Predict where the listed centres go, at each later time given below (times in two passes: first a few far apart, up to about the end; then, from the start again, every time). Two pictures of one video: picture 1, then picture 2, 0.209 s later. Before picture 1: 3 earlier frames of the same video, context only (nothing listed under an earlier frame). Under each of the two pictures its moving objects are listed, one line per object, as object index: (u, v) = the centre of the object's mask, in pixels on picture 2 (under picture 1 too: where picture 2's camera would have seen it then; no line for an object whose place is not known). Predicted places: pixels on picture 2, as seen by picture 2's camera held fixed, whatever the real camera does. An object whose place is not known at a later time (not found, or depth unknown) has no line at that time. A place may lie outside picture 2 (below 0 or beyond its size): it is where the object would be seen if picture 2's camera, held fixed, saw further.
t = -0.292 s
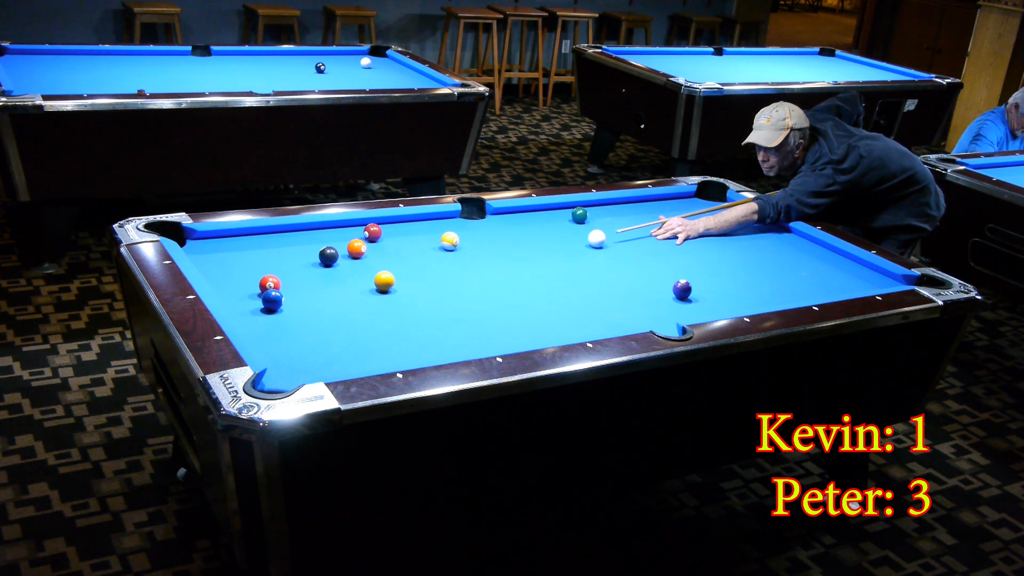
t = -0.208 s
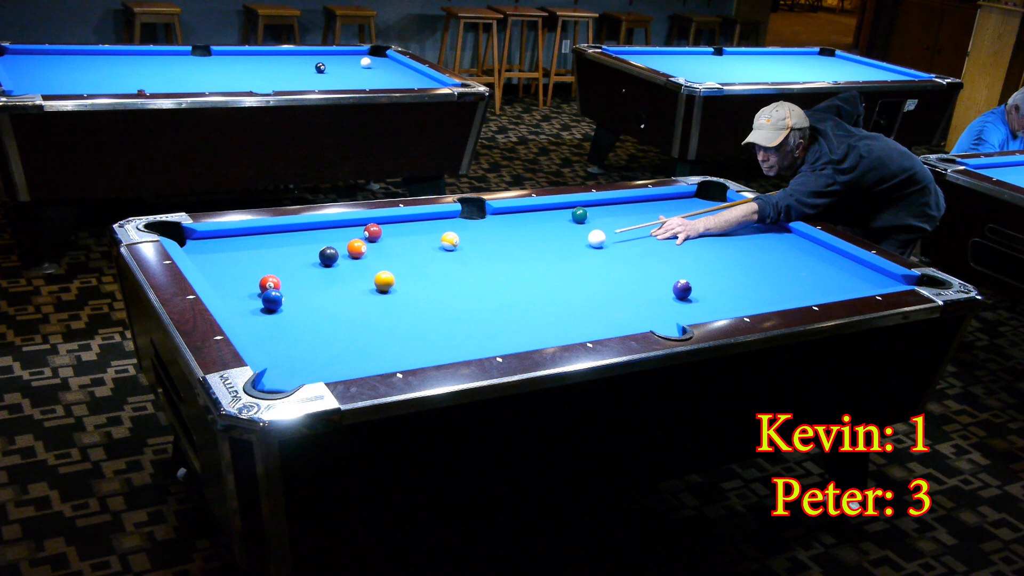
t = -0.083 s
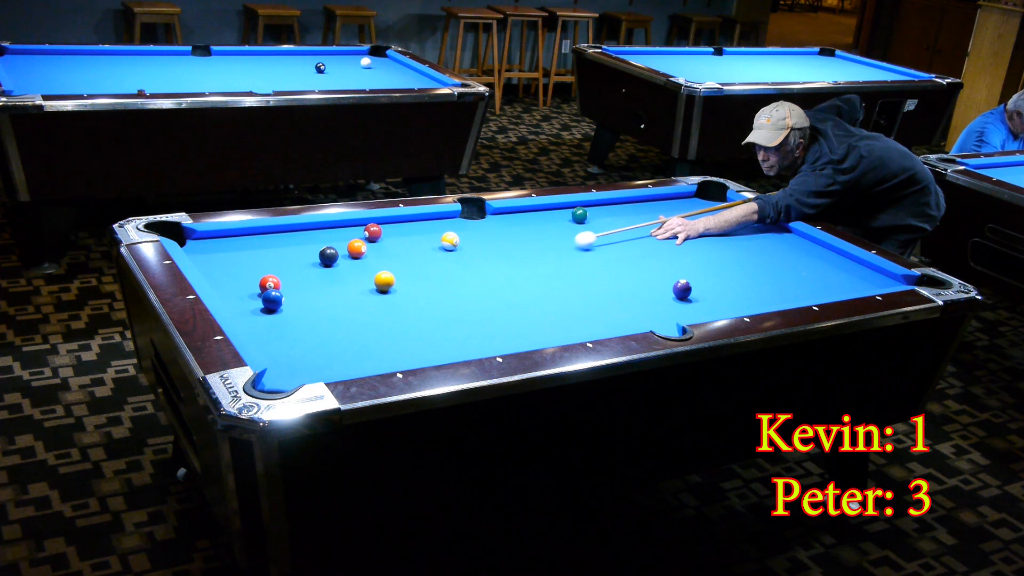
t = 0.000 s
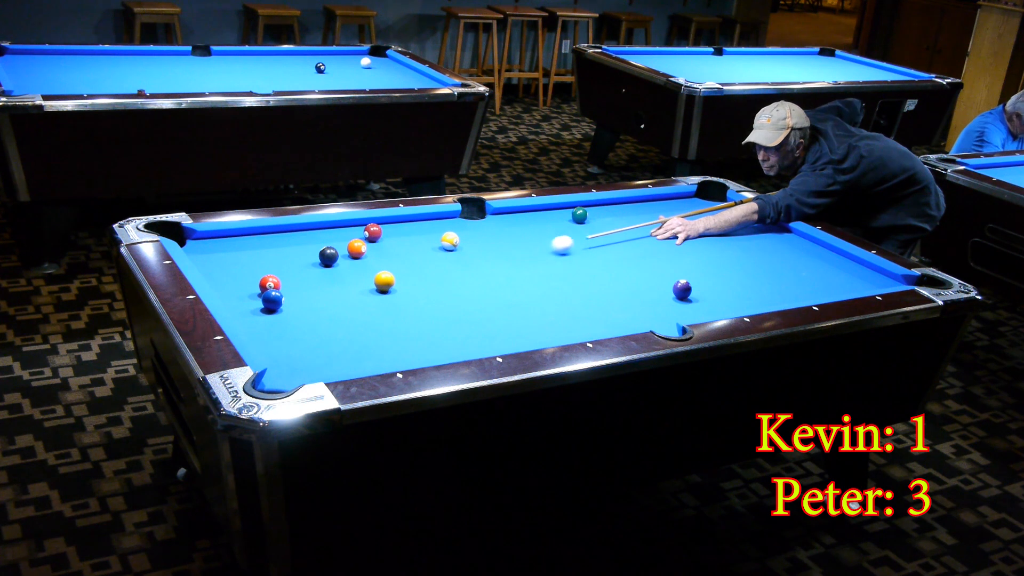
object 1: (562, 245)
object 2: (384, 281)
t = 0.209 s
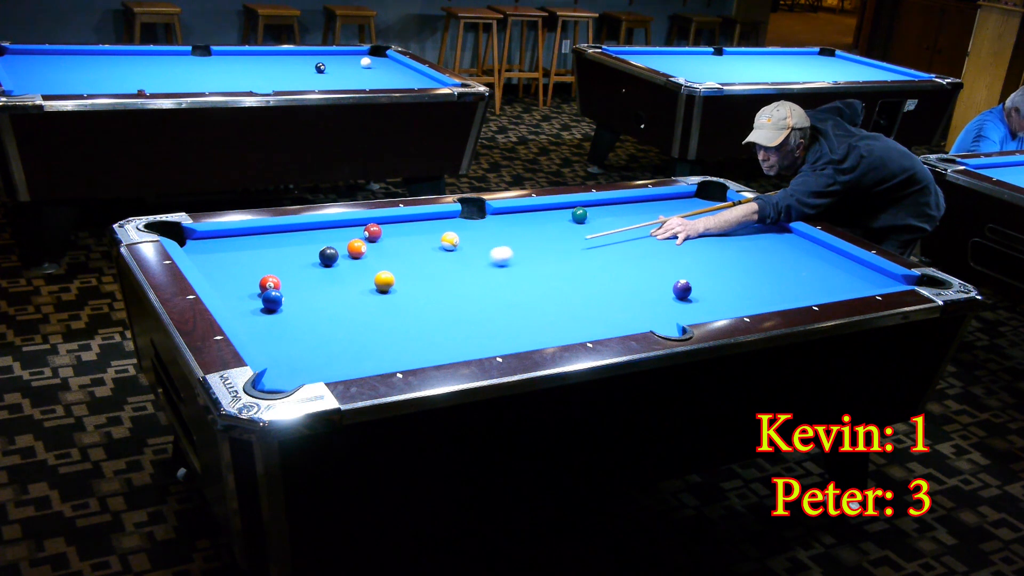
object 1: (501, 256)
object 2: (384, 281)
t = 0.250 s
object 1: (488, 258)
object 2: (384, 281)
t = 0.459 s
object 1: (422, 271)
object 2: (384, 281)
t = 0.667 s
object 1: (375, 272)
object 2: (362, 292)
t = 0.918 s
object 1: (332, 270)
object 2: (324, 310)
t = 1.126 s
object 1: (297, 267)
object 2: (292, 324)
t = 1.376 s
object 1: (257, 264)
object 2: (264, 341)
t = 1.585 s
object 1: (227, 261)
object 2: (288, 345)
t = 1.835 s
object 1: (200, 258)
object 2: (315, 350)
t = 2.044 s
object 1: (209, 254)
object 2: (336, 353)
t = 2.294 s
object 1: (219, 250)
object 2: (359, 356)
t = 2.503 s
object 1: (227, 246)
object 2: (377, 358)
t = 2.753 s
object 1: (235, 243)
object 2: (397, 358)
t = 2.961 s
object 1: (240, 240)
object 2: (404, 356)
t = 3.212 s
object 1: (246, 238)
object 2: (410, 354)
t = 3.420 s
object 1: (250, 236)
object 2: (413, 353)
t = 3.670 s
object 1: (254, 234)
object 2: (416, 352)
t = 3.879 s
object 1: (257, 232)
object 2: (419, 351)
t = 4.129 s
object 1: (260, 232)
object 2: (420, 351)
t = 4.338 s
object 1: (261, 232)
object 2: (420, 351)
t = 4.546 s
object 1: (260, 232)
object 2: (420, 351)
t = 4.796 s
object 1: (260, 232)
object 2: (420, 351)
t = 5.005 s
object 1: (260, 232)
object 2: (420, 351)
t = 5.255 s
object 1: (260, 232)
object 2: (420, 351)
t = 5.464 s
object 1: (260, 232)
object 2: (420, 351)
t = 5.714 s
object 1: (260, 232)
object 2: (420, 351)
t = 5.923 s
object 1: (260, 232)
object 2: (420, 351)
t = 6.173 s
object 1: (260, 232)
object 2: (420, 351)
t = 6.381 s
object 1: (260, 232)
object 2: (420, 351)
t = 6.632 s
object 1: (260, 232)
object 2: (420, 351)
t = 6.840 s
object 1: (260, 232)
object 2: (420, 351)
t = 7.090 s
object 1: (260, 232)
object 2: (420, 351)
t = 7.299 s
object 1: (260, 232)
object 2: (420, 351)
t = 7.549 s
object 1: (260, 232)
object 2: (420, 351)
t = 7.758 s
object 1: (260, 232)
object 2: (420, 351)
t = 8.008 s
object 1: (260, 232)
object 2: (420, 351)
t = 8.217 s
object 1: (260, 232)
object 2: (420, 351)
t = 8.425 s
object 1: (260, 232)
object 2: (420, 351)
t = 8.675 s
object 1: (260, 232)
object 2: (420, 351)
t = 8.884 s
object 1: (260, 232)
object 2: (420, 351)
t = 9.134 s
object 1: (260, 232)
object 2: (420, 351)
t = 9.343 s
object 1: (260, 232)
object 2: (420, 351)
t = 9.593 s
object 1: (260, 232)
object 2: (420, 351)
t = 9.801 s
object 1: (260, 232)
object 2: (420, 351)
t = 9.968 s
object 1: (260, 232)
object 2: (420, 351)
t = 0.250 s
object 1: (488, 258)
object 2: (384, 281)
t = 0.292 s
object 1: (476, 261)
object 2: (384, 281)
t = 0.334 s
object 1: (463, 263)
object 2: (384, 281)
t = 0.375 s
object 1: (450, 265)
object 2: (384, 281)
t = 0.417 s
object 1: (436, 268)
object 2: (384, 281)
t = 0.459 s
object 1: (422, 271)
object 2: (384, 281)
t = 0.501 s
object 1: (409, 273)
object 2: (384, 281)
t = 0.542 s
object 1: (398, 274)
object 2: (383, 282)
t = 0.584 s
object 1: (391, 274)
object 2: (376, 285)
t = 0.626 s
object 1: (383, 273)
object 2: (368, 289)
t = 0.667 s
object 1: (375, 272)
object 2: (362, 292)
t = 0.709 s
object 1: (368, 272)
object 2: (355, 295)
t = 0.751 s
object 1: (361, 272)
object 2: (349, 298)
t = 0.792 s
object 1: (353, 271)
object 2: (343, 301)
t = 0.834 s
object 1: (346, 271)
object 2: (337, 304)
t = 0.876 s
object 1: (339, 270)
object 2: (331, 306)
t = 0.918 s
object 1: (332, 270)
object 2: (324, 310)
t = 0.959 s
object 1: (325, 270)
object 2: (318, 313)
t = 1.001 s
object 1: (317, 269)
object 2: (312, 315)
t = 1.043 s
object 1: (310, 268)
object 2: (305, 318)
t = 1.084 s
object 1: (304, 268)
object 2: (299, 321)
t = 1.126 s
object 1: (297, 267)
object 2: (292, 324)
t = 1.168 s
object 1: (290, 267)
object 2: (286, 328)
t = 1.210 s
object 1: (284, 266)
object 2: (279, 331)
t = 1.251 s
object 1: (277, 265)
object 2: (273, 334)
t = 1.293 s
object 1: (270, 264)
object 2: (266, 337)
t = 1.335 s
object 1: (264, 264)
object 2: (261, 339)
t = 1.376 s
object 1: (257, 264)
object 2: (264, 341)
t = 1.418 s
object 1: (251, 263)
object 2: (269, 342)
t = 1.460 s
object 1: (245, 263)
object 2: (274, 343)
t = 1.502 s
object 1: (239, 262)
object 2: (279, 344)
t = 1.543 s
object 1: (233, 262)
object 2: (283, 345)
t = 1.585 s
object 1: (227, 261)
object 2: (288, 345)
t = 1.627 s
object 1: (221, 261)
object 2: (293, 346)
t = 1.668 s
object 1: (215, 260)
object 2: (297, 347)
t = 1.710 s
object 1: (209, 260)
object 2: (302, 347)
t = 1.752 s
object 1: (203, 259)
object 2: (306, 348)
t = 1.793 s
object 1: (199, 258)
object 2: (311, 349)
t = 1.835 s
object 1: (200, 258)
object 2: (315, 350)
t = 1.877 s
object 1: (202, 257)
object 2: (319, 350)
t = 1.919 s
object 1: (203, 257)
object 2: (324, 351)
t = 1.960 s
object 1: (205, 256)
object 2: (328, 352)
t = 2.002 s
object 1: (207, 255)
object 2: (332, 352)
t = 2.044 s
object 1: (209, 254)
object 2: (336, 353)
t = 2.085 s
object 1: (211, 253)
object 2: (340, 354)
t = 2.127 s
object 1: (213, 252)
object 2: (344, 354)
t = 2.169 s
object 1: (214, 252)
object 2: (348, 355)
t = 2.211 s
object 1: (216, 251)
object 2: (352, 355)
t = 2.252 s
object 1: (218, 250)
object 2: (356, 356)
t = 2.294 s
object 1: (219, 250)
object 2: (359, 356)
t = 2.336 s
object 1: (221, 249)
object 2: (363, 357)
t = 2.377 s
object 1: (222, 248)
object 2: (367, 357)
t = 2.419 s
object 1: (224, 248)
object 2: (370, 357)
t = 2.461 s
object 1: (225, 247)
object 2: (374, 357)
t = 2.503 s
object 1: (227, 246)
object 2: (377, 358)
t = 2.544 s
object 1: (228, 246)
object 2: (381, 358)
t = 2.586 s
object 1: (230, 245)
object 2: (384, 358)
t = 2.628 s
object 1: (231, 245)
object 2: (387, 358)
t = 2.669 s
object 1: (232, 244)
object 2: (390, 358)
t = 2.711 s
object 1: (233, 243)
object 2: (393, 358)
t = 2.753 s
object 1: (235, 243)
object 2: (397, 358)
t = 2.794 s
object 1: (236, 242)
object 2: (399, 358)
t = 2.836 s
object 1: (237, 242)
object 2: (400, 357)
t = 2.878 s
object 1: (238, 241)
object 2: (402, 357)
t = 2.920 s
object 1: (239, 241)
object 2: (403, 356)
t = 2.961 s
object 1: (240, 240)
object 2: (404, 356)
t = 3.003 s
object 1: (241, 240)
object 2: (405, 356)
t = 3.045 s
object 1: (242, 239)
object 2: (406, 355)
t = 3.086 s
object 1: (243, 239)
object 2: (407, 355)
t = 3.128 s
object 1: (244, 238)
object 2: (408, 355)
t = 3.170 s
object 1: (245, 238)
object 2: (409, 354)
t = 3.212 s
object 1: (246, 238)
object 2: (410, 354)
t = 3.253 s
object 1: (247, 237)
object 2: (410, 354)
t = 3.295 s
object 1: (248, 237)
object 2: (411, 354)
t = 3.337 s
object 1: (249, 236)
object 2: (412, 353)
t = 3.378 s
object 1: (249, 236)
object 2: (413, 353)
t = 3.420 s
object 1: (250, 236)
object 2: (413, 353)
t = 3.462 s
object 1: (251, 235)
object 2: (414, 353)
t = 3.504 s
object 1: (252, 235)
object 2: (415, 352)
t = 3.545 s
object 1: (252, 235)
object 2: (415, 352)
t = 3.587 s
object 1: (253, 234)
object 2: (415, 352)
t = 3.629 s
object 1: (254, 234)
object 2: (416, 352)
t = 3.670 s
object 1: (254, 234)
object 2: (416, 352)
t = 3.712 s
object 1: (255, 233)
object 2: (417, 351)
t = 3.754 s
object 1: (256, 233)
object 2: (417, 351)
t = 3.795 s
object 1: (256, 233)
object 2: (418, 351)
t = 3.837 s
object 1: (257, 233)
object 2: (418, 351)
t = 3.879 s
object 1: (257, 232)
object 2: (419, 351)
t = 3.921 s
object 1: (258, 232)
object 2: (419, 351)
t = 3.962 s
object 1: (258, 232)
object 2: (419, 351)
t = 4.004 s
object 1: (259, 232)
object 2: (419, 351)
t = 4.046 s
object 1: (259, 232)
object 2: (420, 351)
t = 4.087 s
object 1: (260, 232)
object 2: (420, 351)
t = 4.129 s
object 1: (260, 232)
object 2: (420, 351)
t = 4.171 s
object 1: (260, 232)
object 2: (420, 351)
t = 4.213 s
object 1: (260, 232)
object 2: (420, 351)
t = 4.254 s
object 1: (261, 232)
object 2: (420, 351)
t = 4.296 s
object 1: (261, 232)
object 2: (420, 351)
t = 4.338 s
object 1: (261, 232)
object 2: (420, 351)
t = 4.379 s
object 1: (261, 232)
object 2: (420, 351)
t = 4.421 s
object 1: (261, 232)
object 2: (420, 351)
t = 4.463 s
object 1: (261, 232)
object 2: (420, 351)
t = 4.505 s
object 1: (260, 232)
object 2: (420, 351)
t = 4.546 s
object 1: (260, 232)
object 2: (420, 351)
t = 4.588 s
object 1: (260, 232)
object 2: (420, 351)
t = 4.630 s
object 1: (260, 232)
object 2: (420, 351)
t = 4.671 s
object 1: (260, 232)
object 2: (420, 351)
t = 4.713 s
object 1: (260, 232)
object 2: (420, 351)
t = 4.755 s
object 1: (260, 232)
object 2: (420, 351)
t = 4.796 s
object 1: (260, 232)
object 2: (420, 351)
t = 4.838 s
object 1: (260, 232)
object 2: (420, 351)
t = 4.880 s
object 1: (260, 232)
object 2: (420, 351)
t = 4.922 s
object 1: (260, 232)
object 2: (420, 351)
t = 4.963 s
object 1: (260, 232)
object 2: (420, 351)
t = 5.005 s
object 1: (260, 232)
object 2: (420, 351)
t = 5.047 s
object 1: (260, 232)
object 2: (420, 351)
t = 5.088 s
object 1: (260, 232)
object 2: (420, 351)
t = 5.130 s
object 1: (260, 232)
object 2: (420, 351)
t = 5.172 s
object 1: (260, 232)
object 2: (420, 351)
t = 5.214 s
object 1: (260, 232)
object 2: (420, 351)
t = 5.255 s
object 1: (260, 232)
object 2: (420, 351)
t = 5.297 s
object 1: (260, 232)
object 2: (420, 351)
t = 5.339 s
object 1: (260, 232)
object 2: (420, 351)
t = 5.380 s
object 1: (260, 232)
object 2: (420, 351)
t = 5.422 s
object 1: (260, 232)
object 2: (420, 351)
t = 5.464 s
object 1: (260, 232)
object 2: (420, 351)
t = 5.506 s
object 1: (260, 232)
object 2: (420, 351)
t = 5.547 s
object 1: (260, 232)
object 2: (420, 351)
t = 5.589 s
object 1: (260, 232)
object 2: (420, 351)
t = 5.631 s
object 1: (260, 232)
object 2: (420, 351)
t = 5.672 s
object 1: (260, 232)
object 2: (420, 351)
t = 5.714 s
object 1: (260, 232)
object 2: (420, 351)
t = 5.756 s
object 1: (260, 232)
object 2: (420, 351)
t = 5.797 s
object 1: (260, 232)
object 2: (420, 351)
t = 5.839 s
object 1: (260, 232)
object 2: (420, 351)
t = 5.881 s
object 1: (260, 232)
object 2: (420, 351)
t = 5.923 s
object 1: (260, 232)
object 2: (420, 351)
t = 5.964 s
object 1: (260, 232)
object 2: (420, 351)
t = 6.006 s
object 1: (260, 232)
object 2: (420, 351)
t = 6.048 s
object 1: (260, 232)
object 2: (420, 351)
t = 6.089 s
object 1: (260, 232)
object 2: (420, 351)
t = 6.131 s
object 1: (260, 232)
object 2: (420, 351)
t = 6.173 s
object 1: (260, 232)
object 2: (420, 351)
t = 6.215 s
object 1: (260, 232)
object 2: (420, 351)
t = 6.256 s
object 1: (260, 232)
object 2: (420, 351)
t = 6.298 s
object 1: (260, 232)
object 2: (420, 351)
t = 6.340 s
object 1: (260, 232)
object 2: (420, 351)
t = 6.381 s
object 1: (260, 232)
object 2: (420, 351)
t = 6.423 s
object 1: (260, 232)
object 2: (420, 351)
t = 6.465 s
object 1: (260, 232)
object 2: (420, 351)
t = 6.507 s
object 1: (260, 232)
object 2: (420, 351)
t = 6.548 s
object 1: (260, 232)
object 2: (420, 351)
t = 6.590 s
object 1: (260, 232)
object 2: (420, 351)
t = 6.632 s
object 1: (260, 232)
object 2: (420, 351)
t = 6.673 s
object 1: (260, 232)
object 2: (420, 351)
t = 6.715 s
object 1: (260, 232)
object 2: (420, 351)
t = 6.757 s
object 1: (260, 232)
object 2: (420, 351)
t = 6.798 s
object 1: (260, 232)
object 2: (420, 351)
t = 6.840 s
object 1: (260, 232)
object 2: (420, 351)
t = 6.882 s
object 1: (260, 232)
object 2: (420, 351)
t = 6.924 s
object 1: (260, 232)
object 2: (420, 351)
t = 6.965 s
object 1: (260, 232)
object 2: (420, 351)
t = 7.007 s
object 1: (260, 232)
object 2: (420, 351)
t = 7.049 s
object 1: (260, 232)
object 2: (420, 351)
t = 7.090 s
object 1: (260, 232)
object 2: (420, 351)
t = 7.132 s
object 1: (260, 232)
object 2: (420, 351)
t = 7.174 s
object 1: (260, 232)
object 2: (420, 351)
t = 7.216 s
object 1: (260, 232)
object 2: (420, 351)
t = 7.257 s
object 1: (260, 232)
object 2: (420, 351)
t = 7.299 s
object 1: (260, 232)
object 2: (420, 351)
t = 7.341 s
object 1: (260, 232)
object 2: (420, 351)
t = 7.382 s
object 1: (260, 232)
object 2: (420, 351)
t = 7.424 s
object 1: (260, 232)
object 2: (420, 351)
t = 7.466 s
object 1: (260, 232)
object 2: (420, 351)
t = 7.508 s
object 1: (260, 232)
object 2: (420, 351)
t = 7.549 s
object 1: (260, 232)
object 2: (420, 351)
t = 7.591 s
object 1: (260, 232)
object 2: (420, 351)
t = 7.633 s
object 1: (260, 232)
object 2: (420, 351)
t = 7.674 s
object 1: (260, 232)
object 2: (420, 351)
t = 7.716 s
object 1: (260, 232)
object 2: (420, 351)
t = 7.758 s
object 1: (260, 232)
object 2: (420, 351)
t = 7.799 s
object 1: (260, 232)
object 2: (420, 351)
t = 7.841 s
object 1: (260, 232)
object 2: (420, 351)
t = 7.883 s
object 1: (260, 232)
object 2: (420, 351)
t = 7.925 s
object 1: (260, 232)
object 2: (420, 351)
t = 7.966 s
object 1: (260, 232)
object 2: (420, 351)
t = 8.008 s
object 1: (260, 232)
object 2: (420, 351)
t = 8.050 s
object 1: (260, 232)
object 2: (420, 351)
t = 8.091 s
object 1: (260, 232)
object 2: (420, 351)
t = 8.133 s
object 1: (260, 232)
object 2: (420, 351)
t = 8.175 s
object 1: (260, 232)
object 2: (420, 351)
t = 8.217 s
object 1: (260, 232)
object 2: (420, 351)
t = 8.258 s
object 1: (260, 232)
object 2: (420, 351)
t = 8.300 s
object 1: (260, 232)
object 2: (420, 351)
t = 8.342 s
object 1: (260, 232)
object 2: (420, 351)
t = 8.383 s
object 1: (260, 232)
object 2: (420, 351)
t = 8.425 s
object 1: (260, 232)
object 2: (420, 351)
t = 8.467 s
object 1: (260, 232)
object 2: (420, 351)
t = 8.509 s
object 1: (260, 232)
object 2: (420, 351)
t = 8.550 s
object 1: (260, 232)
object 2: (420, 351)
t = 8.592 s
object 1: (260, 232)
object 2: (420, 351)
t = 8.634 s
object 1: (260, 232)
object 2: (420, 351)
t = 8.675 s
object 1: (260, 232)
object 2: (420, 351)
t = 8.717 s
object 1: (260, 232)
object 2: (420, 351)
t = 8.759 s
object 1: (260, 232)
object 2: (420, 351)
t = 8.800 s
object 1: (260, 232)
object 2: (420, 351)
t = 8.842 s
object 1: (260, 232)
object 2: (420, 351)
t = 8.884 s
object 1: (260, 232)
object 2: (420, 351)
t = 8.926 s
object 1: (260, 232)
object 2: (420, 351)
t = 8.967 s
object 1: (260, 232)
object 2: (420, 351)
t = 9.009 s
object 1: (260, 232)
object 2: (420, 351)
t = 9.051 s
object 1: (260, 232)
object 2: (420, 351)
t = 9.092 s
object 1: (260, 232)
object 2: (420, 351)
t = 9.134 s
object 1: (260, 232)
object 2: (420, 351)
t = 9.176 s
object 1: (260, 232)
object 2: (420, 351)
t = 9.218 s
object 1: (260, 232)
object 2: (420, 351)
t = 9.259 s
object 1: (260, 232)
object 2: (420, 351)
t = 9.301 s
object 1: (260, 232)
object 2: (420, 351)
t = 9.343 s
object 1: (260, 232)
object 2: (420, 351)
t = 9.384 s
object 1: (260, 232)
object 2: (420, 351)
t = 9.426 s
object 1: (260, 232)
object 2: (420, 351)
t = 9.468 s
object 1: (260, 232)
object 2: (420, 351)
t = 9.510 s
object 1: (260, 232)
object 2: (420, 351)
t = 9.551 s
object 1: (260, 232)
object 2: (420, 351)
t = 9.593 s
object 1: (260, 232)
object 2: (420, 351)
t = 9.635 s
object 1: (260, 232)
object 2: (420, 351)
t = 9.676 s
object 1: (260, 232)
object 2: (420, 351)
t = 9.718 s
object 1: (260, 232)
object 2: (420, 351)
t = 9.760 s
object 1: (260, 232)
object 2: (420, 351)
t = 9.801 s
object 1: (260, 232)
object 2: (420, 351)
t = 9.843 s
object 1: (260, 232)
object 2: (420, 351)
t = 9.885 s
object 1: (260, 232)
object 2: (420, 351)
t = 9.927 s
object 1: (260, 232)
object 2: (420, 351)
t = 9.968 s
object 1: (260, 232)
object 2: (420, 351)
